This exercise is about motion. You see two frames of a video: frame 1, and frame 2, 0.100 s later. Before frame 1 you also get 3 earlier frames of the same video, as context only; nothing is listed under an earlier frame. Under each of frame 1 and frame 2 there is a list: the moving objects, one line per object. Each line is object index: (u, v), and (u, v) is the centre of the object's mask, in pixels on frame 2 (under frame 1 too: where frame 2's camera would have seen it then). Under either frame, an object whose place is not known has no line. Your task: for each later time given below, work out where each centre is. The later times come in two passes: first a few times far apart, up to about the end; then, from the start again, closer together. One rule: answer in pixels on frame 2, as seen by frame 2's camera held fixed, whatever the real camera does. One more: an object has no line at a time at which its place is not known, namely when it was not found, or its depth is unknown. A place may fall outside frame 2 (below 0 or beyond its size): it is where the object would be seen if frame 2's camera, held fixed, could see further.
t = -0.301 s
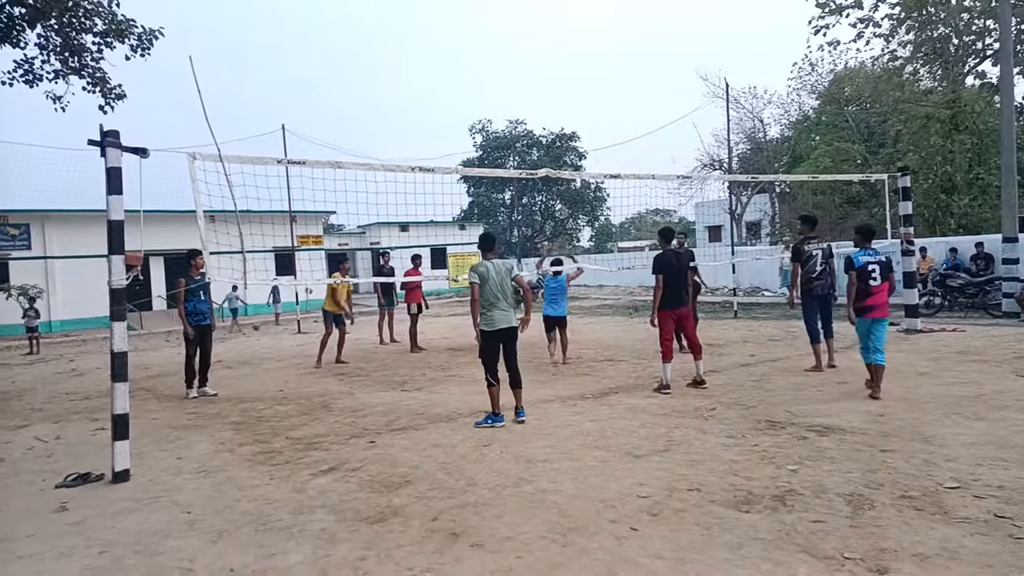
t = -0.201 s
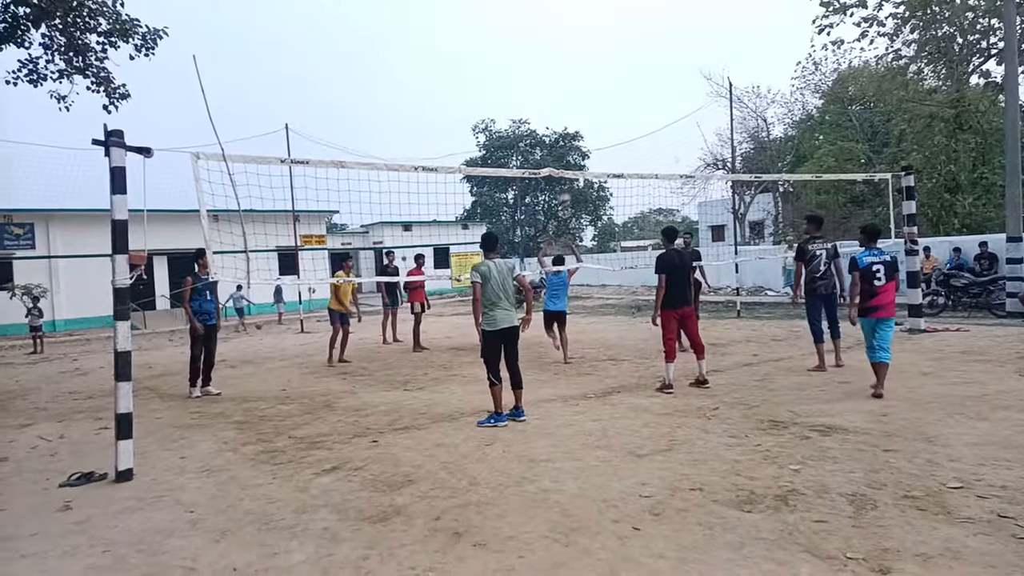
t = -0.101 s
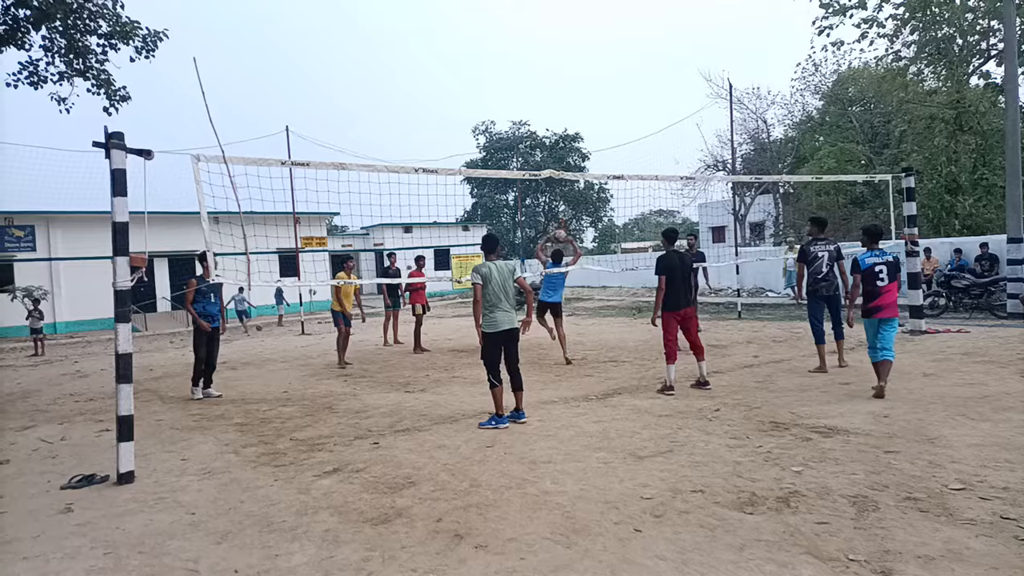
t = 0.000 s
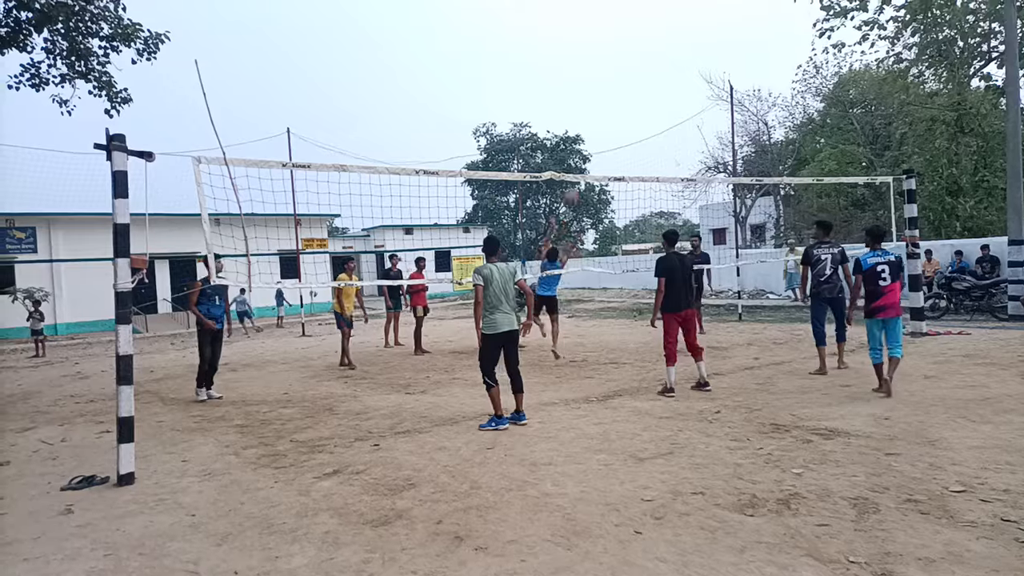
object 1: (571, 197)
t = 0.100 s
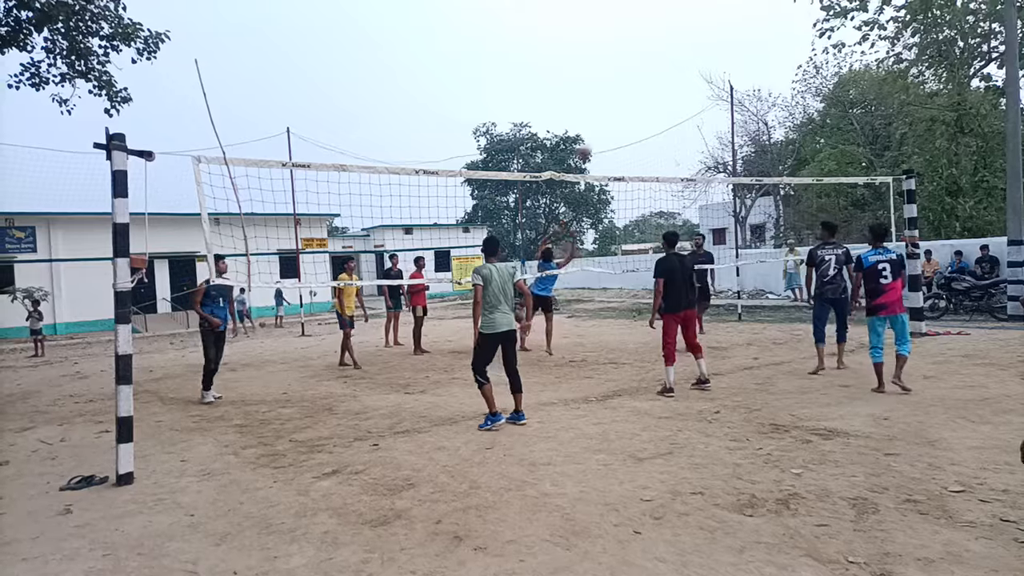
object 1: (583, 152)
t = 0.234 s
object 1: (602, 101)
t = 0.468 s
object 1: (634, 46)
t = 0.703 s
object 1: (667, 27)
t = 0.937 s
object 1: (698, 43)
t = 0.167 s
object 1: (593, 125)
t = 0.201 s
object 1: (598, 112)
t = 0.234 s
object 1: (602, 101)
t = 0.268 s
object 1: (607, 91)
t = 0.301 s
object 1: (611, 81)
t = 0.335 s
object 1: (616, 73)
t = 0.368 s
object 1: (621, 65)
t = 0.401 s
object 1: (625, 57)
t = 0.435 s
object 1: (629, 51)
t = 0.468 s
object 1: (634, 46)
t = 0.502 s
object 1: (639, 41)
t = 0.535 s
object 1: (644, 37)
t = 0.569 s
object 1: (648, 34)
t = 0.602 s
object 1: (652, 31)
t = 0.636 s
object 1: (657, 29)
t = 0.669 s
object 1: (662, 27)
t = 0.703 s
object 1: (667, 27)
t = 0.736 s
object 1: (671, 27)
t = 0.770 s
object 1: (676, 28)
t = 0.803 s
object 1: (680, 29)
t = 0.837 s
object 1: (684, 32)
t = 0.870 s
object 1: (689, 35)
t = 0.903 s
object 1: (694, 39)
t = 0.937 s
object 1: (698, 43)
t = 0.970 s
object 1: (704, 48)
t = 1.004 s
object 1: (709, 54)
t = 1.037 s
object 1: (713, 60)
